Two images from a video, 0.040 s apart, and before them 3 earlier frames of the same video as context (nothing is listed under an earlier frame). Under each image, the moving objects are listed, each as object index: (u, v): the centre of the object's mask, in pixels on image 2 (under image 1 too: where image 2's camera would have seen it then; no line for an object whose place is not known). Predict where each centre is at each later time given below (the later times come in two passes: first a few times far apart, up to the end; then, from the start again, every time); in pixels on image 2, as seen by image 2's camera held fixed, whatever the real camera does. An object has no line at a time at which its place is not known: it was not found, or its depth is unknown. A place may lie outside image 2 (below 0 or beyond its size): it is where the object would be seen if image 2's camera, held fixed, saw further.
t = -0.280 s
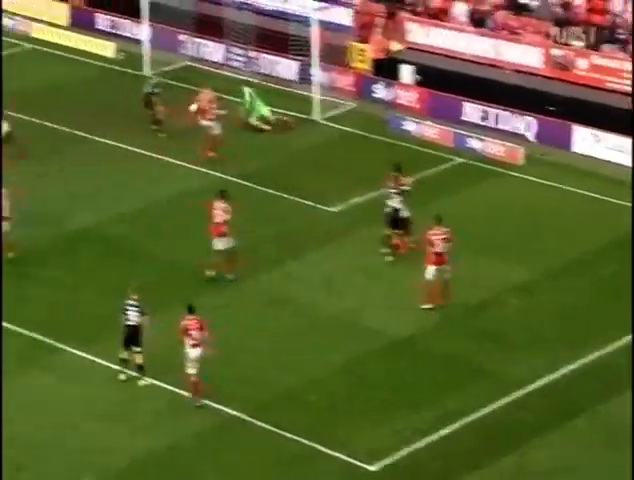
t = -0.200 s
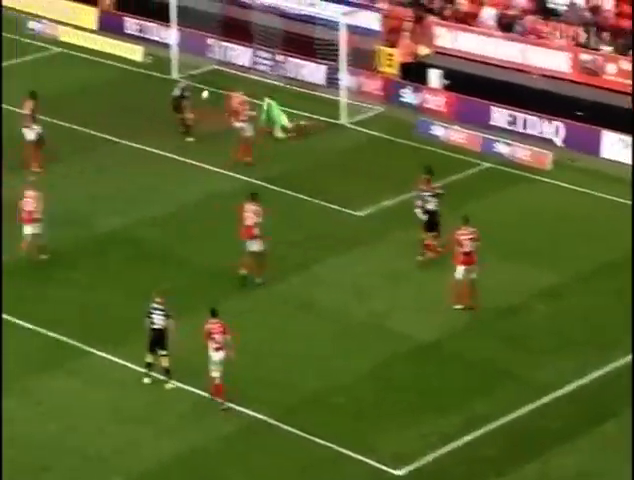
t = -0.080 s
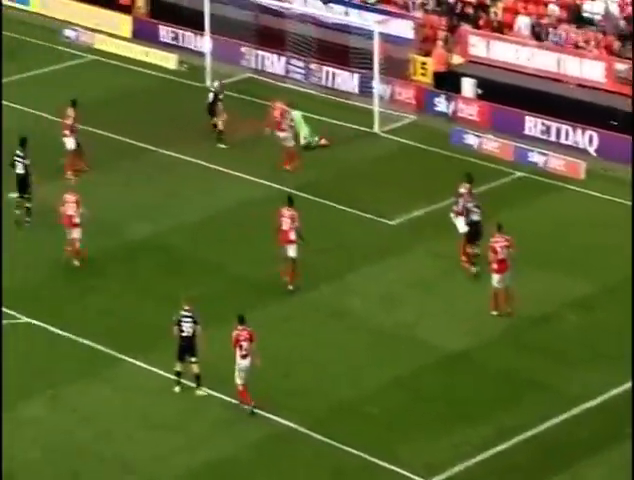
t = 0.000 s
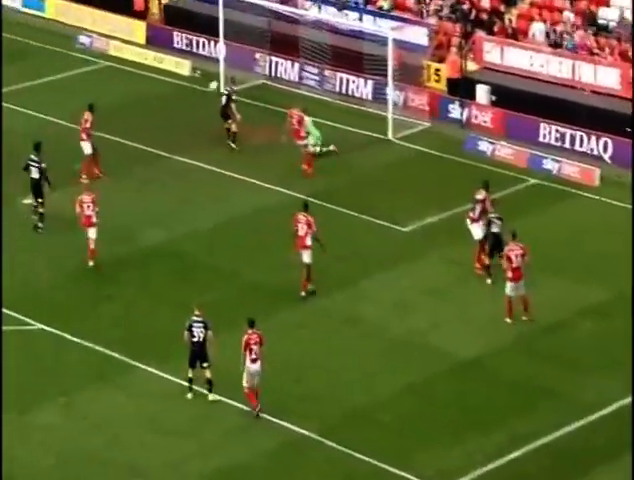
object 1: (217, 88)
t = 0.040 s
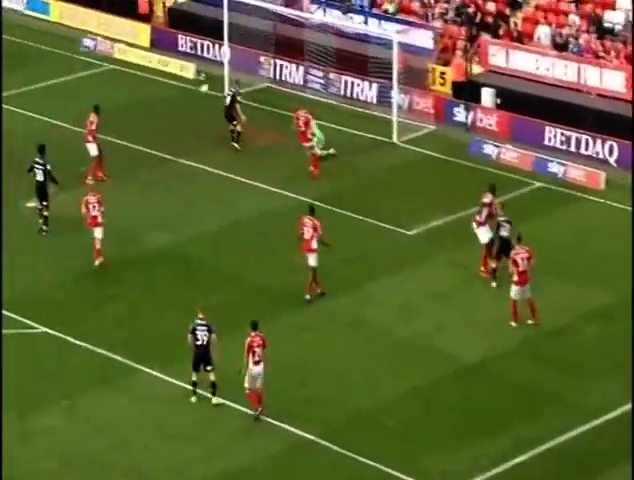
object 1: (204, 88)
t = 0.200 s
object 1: (152, 90)
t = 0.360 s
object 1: (106, 88)
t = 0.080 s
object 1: (190, 89)
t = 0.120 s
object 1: (176, 90)
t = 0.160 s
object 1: (163, 92)
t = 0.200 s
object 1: (152, 90)
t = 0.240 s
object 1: (140, 89)
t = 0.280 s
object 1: (129, 88)
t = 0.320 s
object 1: (118, 87)
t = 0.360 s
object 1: (106, 88)
